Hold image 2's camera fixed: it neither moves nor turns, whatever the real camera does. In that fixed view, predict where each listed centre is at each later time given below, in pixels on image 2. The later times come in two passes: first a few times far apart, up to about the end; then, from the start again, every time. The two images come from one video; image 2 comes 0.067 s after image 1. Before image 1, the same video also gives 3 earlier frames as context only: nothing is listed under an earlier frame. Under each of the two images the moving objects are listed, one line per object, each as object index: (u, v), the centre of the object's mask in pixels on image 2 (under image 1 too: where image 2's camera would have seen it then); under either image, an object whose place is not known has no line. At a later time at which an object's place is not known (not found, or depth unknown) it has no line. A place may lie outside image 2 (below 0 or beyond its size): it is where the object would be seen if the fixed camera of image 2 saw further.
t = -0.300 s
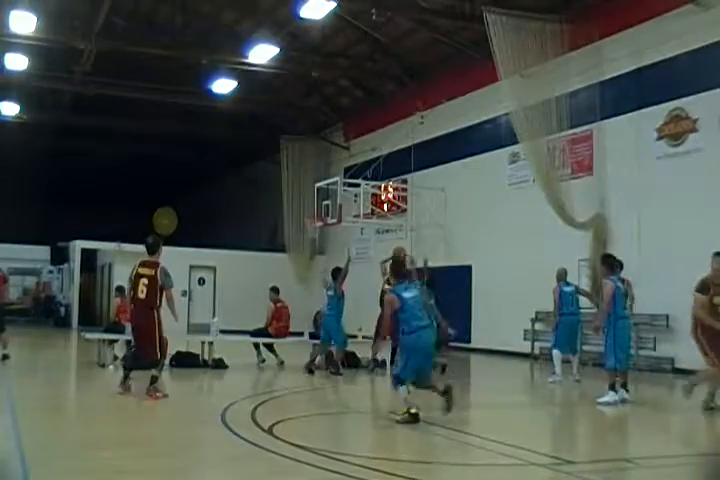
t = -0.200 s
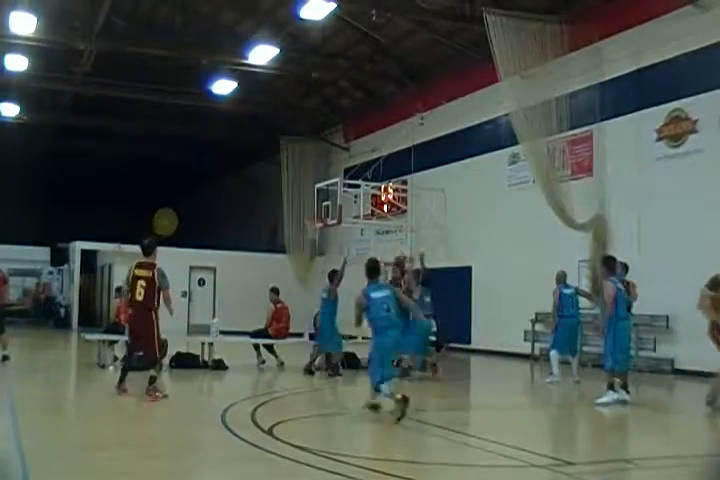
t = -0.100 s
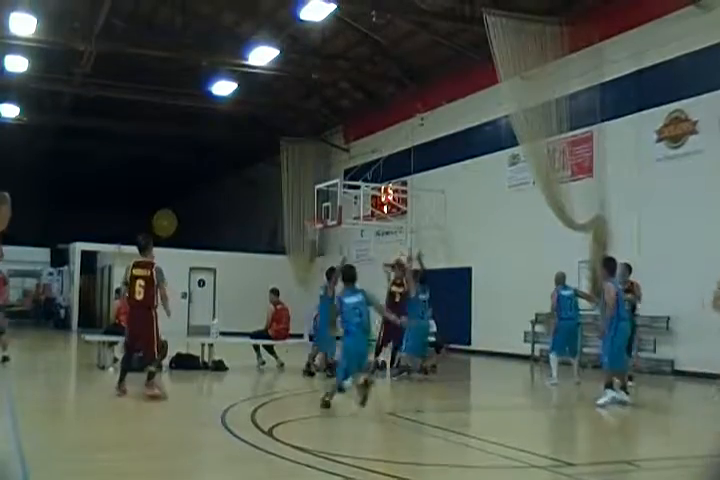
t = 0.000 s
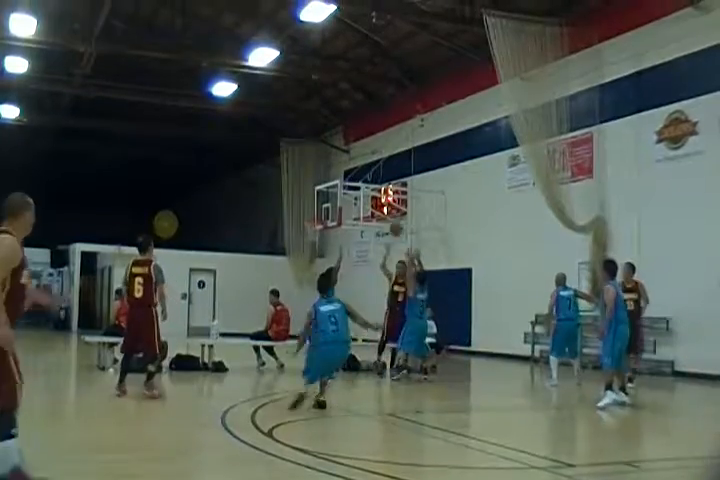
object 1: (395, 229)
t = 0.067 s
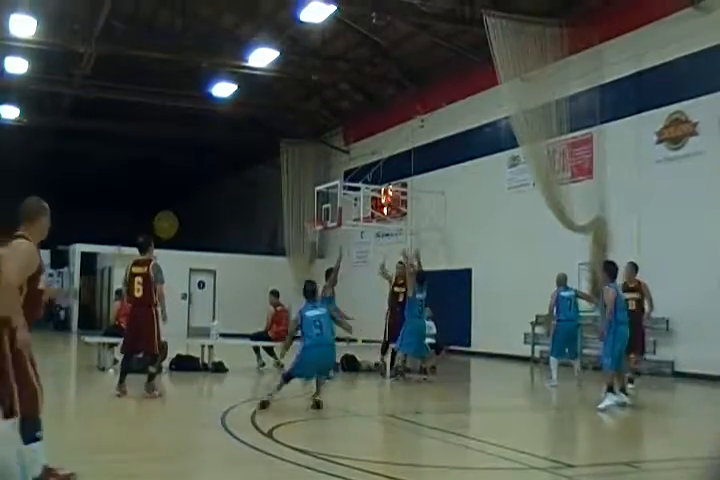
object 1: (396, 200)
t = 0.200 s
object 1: (395, 147)
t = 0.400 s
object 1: (393, 79)
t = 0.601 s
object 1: (390, 33)
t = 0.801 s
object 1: (384, 19)
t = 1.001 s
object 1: (374, 50)
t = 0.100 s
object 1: (396, 183)
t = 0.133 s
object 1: (394, 172)
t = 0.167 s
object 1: (395, 162)
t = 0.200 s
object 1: (395, 147)
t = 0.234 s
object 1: (395, 134)
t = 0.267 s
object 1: (394, 120)
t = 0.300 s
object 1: (393, 109)
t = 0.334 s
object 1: (393, 99)
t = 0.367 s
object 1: (393, 88)
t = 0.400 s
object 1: (393, 79)
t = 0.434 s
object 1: (392, 70)
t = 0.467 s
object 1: (392, 61)
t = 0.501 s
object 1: (392, 54)
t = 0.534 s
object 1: (391, 46)
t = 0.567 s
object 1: (390, 39)
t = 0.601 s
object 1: (390, 33)
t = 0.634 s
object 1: (388, 29)
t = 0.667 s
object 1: (387, 23)
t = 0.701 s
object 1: (386, 21)
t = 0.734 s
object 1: (385, 19)
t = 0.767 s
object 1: (385, 19)
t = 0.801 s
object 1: (384, 19)
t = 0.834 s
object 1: (382, 20)
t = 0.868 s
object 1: (381, 23)
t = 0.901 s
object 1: (379, 26)
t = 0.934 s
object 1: (379, 33)
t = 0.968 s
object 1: (376, 40)
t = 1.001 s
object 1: (374, 50)
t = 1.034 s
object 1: (372, 61)
